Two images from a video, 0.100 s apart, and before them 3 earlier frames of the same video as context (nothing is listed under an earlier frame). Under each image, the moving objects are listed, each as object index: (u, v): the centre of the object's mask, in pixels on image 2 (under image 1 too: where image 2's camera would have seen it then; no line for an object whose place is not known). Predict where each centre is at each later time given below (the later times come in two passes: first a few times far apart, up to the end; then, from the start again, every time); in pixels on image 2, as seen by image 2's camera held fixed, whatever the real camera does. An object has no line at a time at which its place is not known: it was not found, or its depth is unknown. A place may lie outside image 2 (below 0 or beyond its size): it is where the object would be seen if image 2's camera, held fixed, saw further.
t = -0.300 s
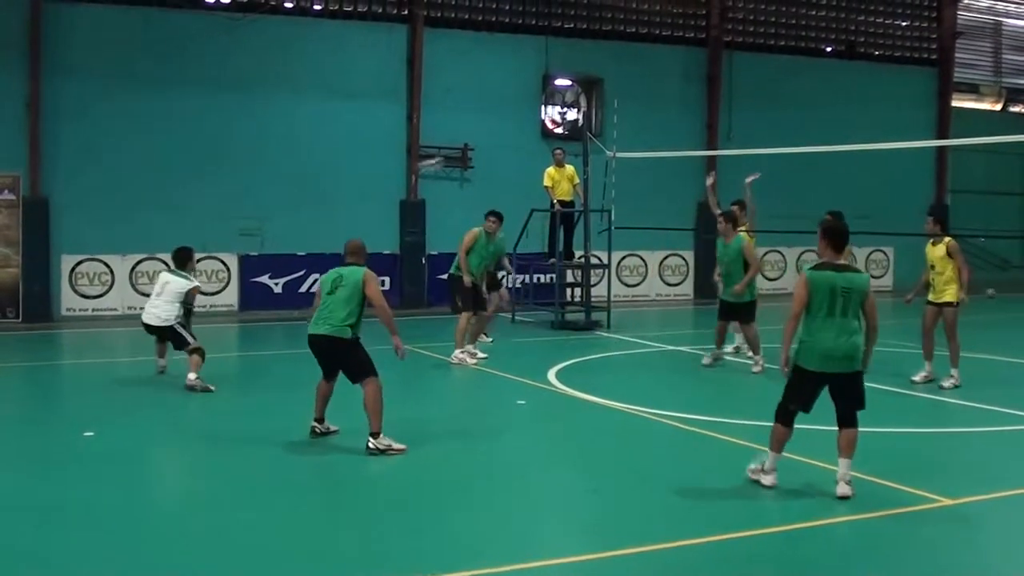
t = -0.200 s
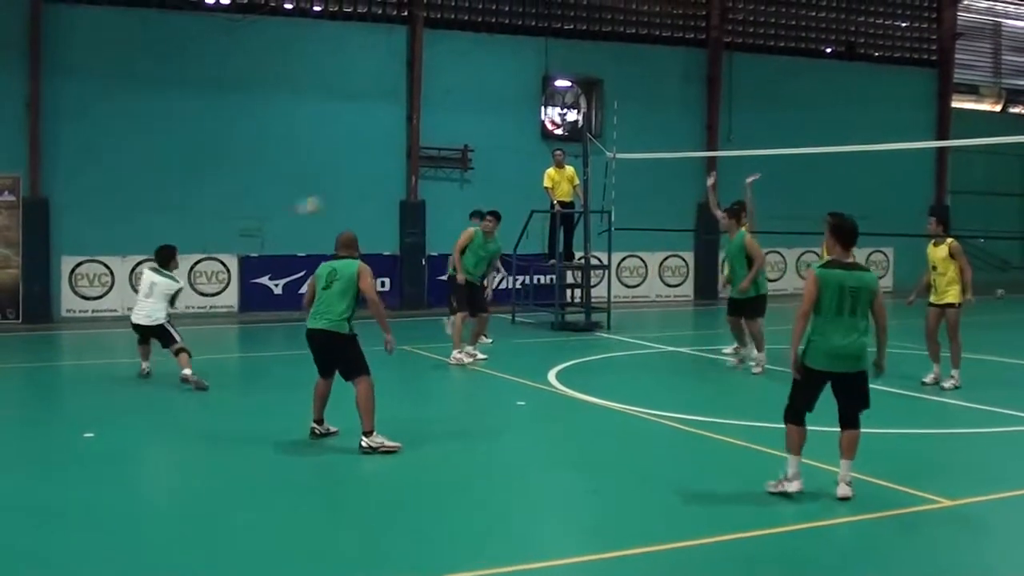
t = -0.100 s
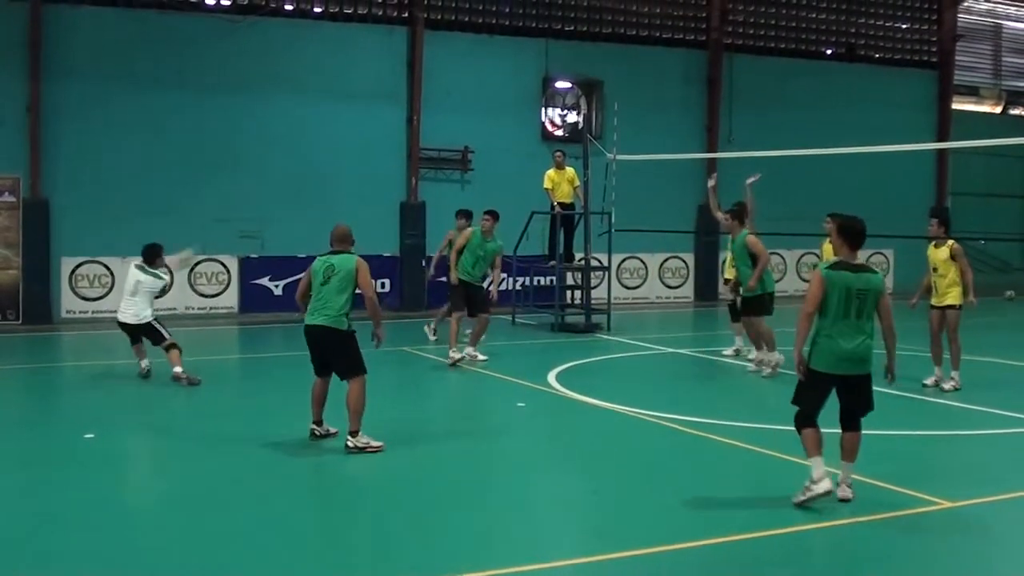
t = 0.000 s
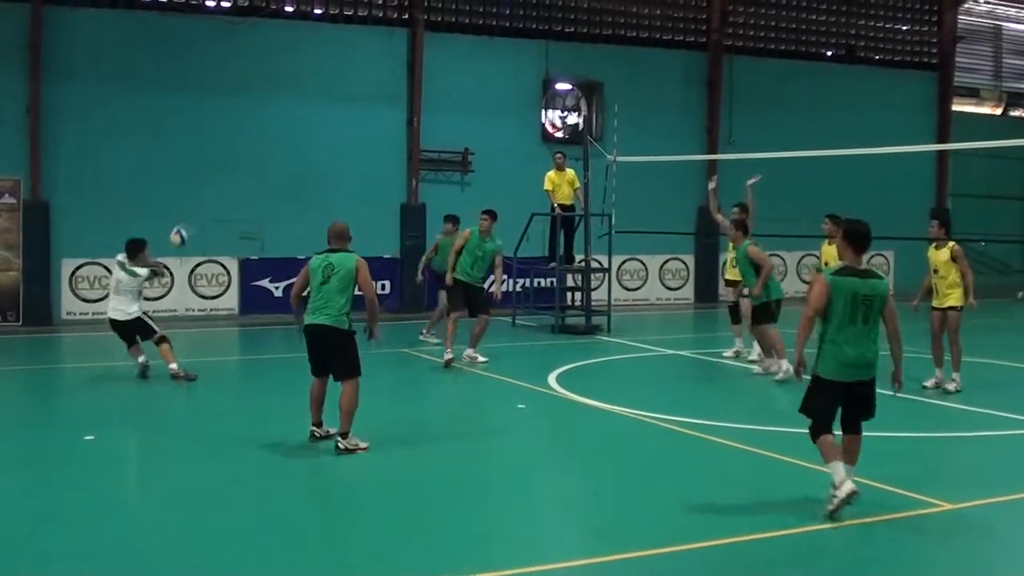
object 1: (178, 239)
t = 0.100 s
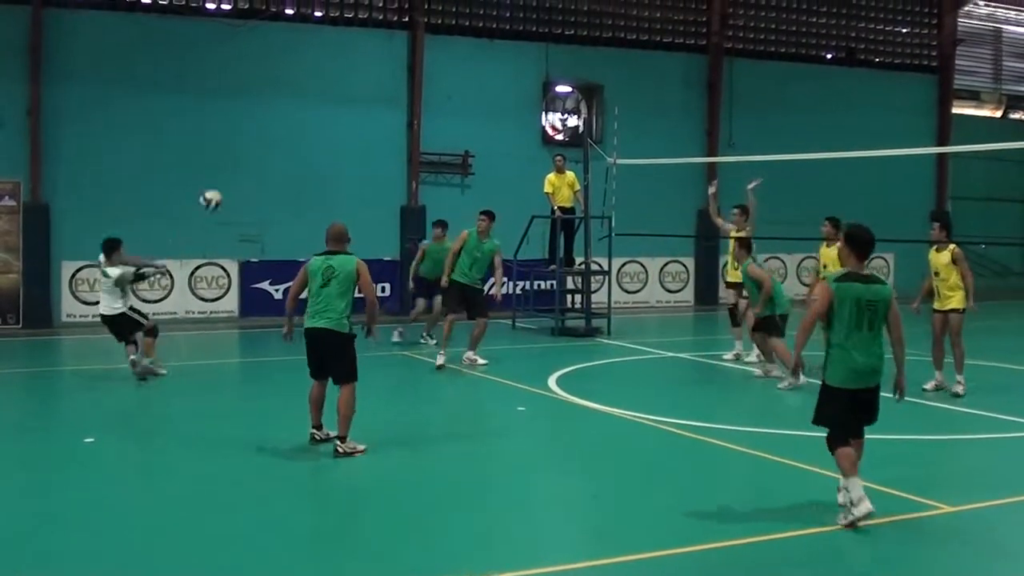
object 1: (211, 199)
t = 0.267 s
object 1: (261, 157)
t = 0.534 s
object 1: (348, 144)
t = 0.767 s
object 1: (433, 199)
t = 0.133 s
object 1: (219, 190)
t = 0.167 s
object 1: (231, 180)
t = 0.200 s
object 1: (240, 172)
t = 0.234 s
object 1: (251, 164)
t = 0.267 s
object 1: (261, 157)
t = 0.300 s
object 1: (272, 152)
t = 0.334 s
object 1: (282, 148)
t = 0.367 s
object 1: (293, 144)
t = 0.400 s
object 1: (304, 142)
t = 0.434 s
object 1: (315, 141)
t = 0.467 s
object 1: (327, 141)
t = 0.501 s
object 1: (338, 141)
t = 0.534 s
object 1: (348, 144)
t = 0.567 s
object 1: (360, 149)
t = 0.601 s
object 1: (372, 154)
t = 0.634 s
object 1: (384, 159)
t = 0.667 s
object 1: (396, 166)
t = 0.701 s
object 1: (407, 176)
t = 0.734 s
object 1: (421, 188)
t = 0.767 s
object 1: (433, 199)
